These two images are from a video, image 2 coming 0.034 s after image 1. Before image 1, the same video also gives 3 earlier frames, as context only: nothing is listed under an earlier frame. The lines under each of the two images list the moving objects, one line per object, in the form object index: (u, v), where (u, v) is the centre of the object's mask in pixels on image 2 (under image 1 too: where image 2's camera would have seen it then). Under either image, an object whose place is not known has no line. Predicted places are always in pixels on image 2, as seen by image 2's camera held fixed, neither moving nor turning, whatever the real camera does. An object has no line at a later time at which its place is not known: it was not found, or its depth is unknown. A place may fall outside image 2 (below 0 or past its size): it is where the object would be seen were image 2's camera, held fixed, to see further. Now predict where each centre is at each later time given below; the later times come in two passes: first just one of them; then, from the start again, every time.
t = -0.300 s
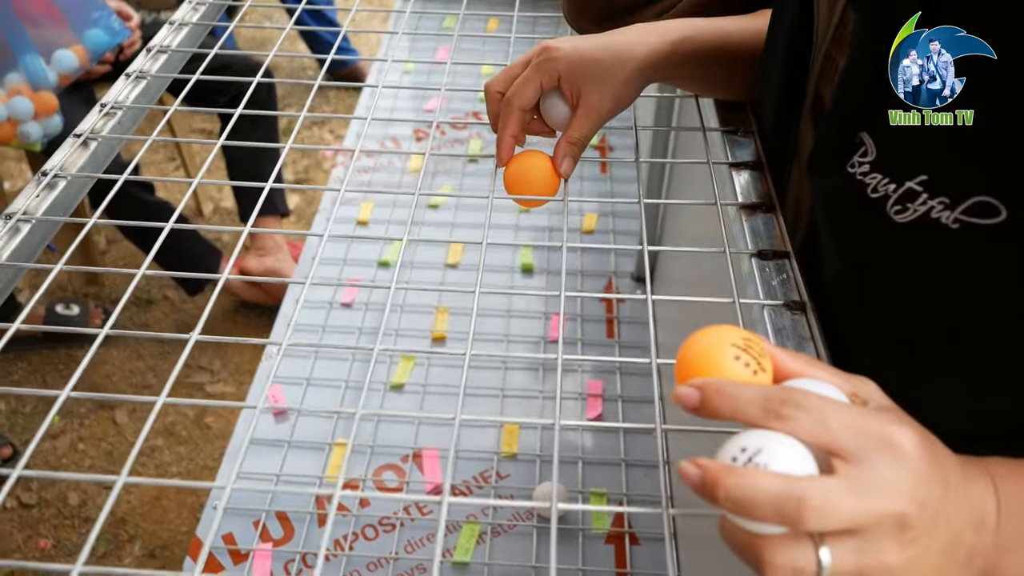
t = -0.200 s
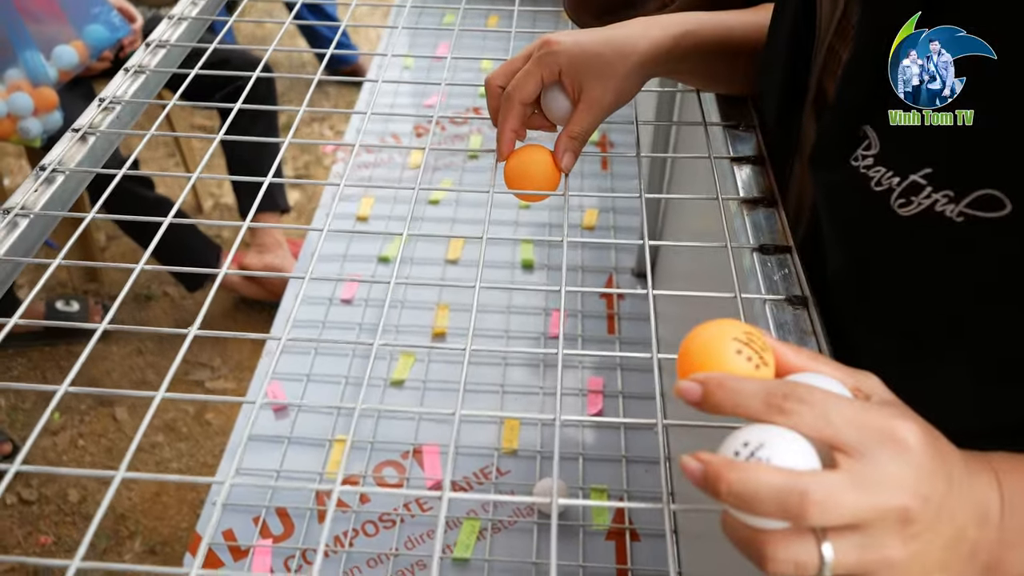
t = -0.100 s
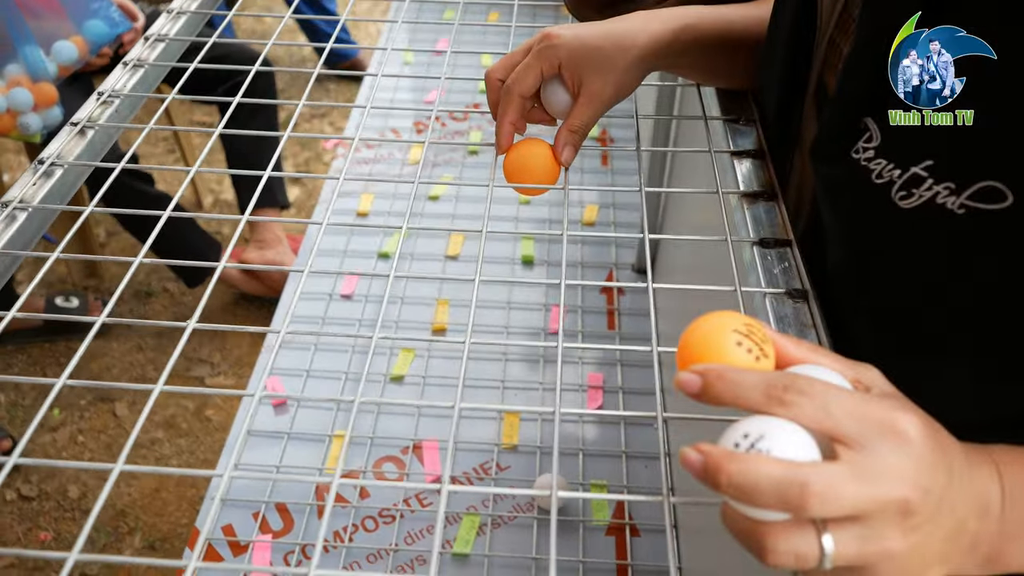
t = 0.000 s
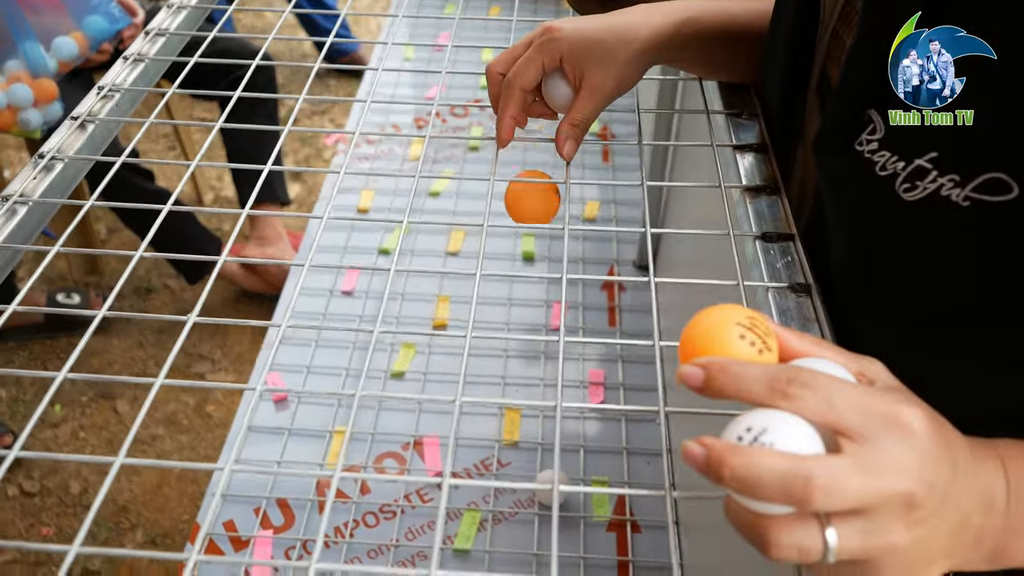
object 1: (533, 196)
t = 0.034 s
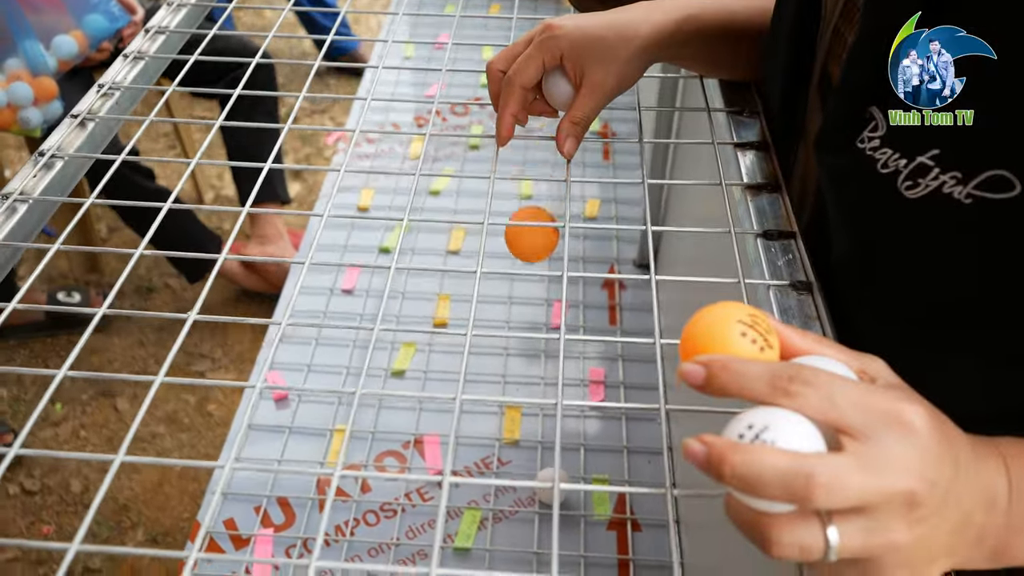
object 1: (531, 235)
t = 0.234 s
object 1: (521, 536)
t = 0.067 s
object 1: (530, 282)
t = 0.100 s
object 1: (530, 336)
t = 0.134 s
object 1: (527, 392)
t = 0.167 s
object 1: (525, 452)
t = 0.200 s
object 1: (521, 511)
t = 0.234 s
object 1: (521, 536)
